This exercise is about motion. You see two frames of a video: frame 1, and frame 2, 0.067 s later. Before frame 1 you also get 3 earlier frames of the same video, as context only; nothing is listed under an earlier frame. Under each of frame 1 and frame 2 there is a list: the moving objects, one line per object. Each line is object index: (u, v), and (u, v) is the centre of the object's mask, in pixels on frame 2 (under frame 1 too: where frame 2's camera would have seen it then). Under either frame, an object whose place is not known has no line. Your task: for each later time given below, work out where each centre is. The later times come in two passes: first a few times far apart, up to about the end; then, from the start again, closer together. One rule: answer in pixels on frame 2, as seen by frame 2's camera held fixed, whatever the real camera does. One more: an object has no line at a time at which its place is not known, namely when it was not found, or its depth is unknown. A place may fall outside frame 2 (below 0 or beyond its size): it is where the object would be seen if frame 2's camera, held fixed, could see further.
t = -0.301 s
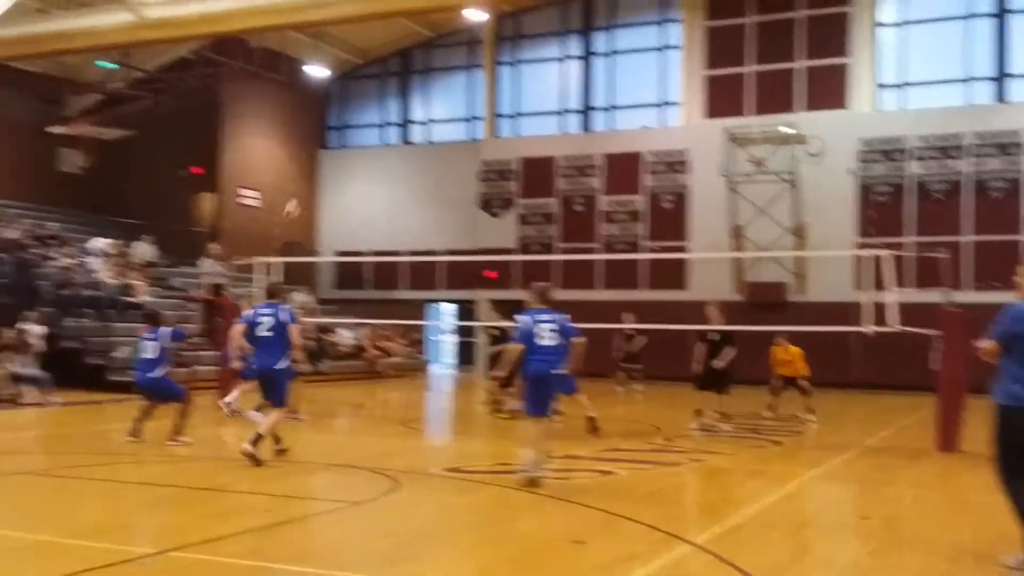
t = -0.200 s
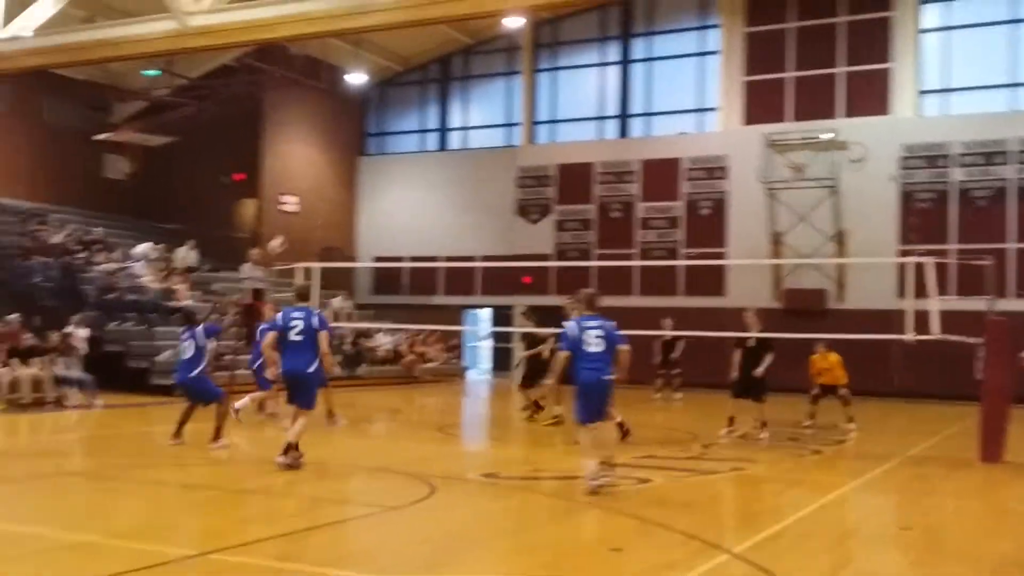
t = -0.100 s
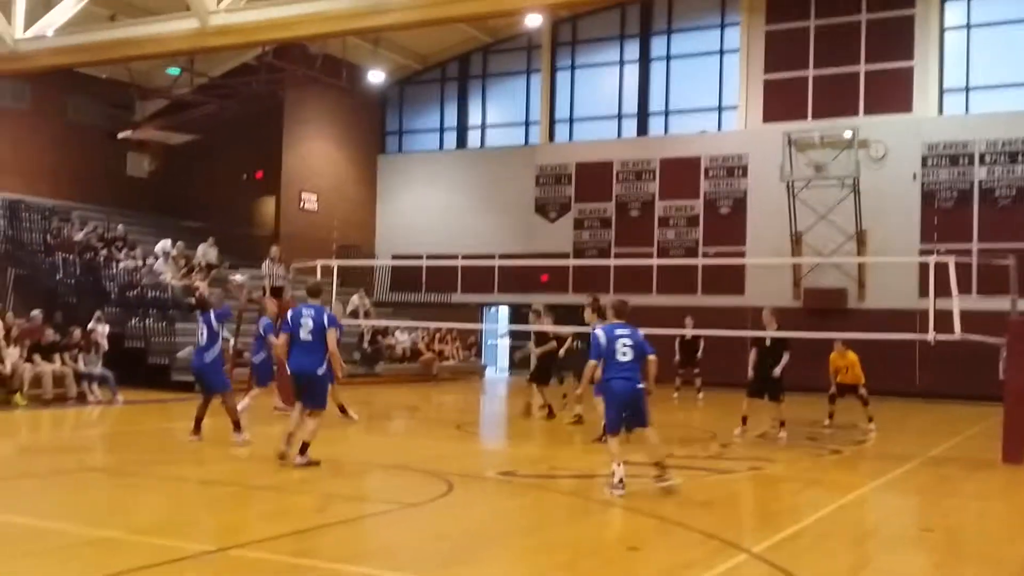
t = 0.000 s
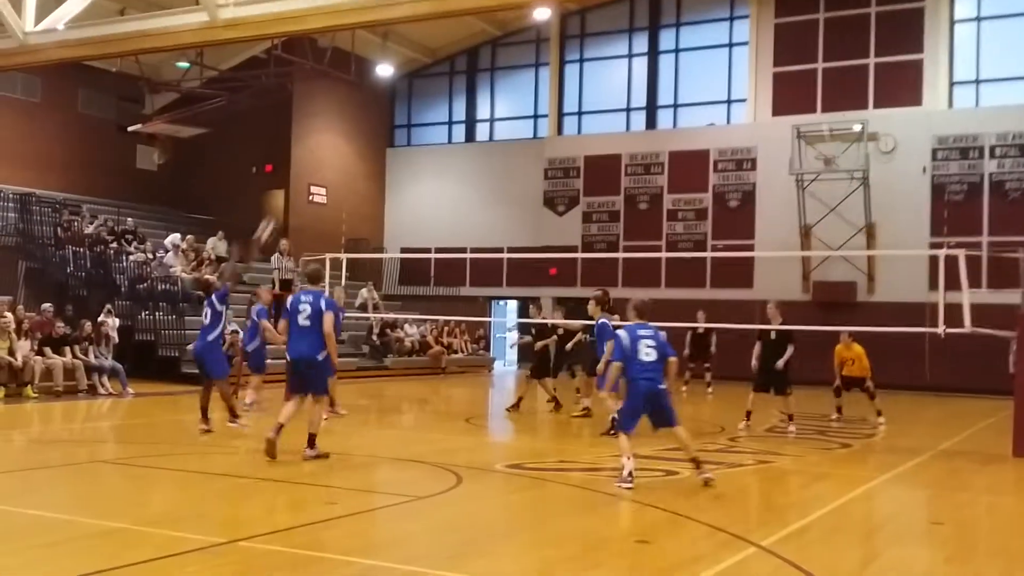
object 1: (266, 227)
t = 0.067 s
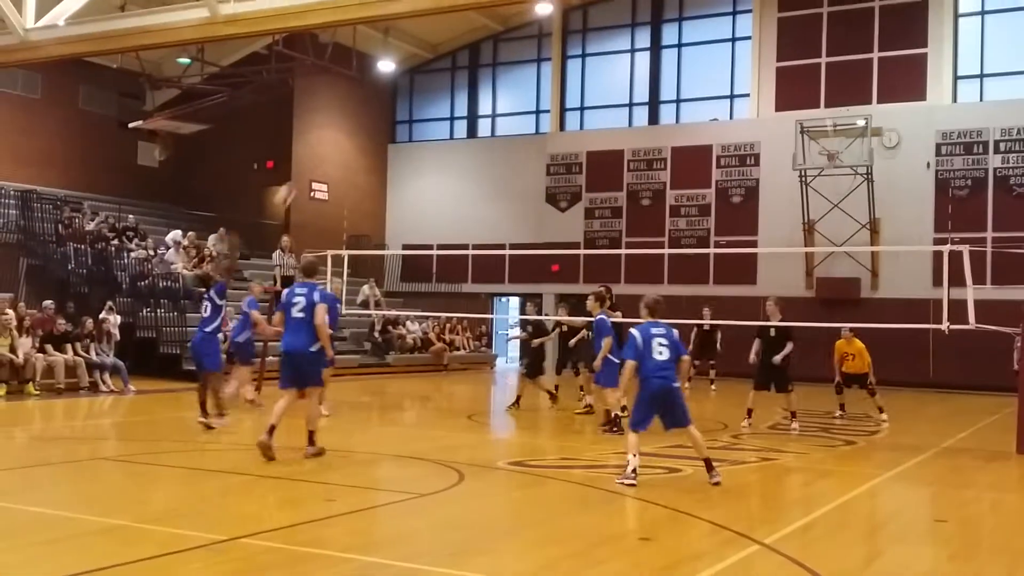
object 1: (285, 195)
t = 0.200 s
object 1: (321, 141)
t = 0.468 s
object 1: (386, 83)
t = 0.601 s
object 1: (416, 73)
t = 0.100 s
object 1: (295, 180)
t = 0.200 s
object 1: (321, 141)
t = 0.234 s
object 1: (330, 128)
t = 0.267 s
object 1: (339, 118)
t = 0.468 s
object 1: (386, 83)
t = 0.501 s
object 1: (394, 78)
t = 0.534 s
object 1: (402, 76)
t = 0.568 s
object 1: (409, 74)
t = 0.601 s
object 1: (416, 73)
